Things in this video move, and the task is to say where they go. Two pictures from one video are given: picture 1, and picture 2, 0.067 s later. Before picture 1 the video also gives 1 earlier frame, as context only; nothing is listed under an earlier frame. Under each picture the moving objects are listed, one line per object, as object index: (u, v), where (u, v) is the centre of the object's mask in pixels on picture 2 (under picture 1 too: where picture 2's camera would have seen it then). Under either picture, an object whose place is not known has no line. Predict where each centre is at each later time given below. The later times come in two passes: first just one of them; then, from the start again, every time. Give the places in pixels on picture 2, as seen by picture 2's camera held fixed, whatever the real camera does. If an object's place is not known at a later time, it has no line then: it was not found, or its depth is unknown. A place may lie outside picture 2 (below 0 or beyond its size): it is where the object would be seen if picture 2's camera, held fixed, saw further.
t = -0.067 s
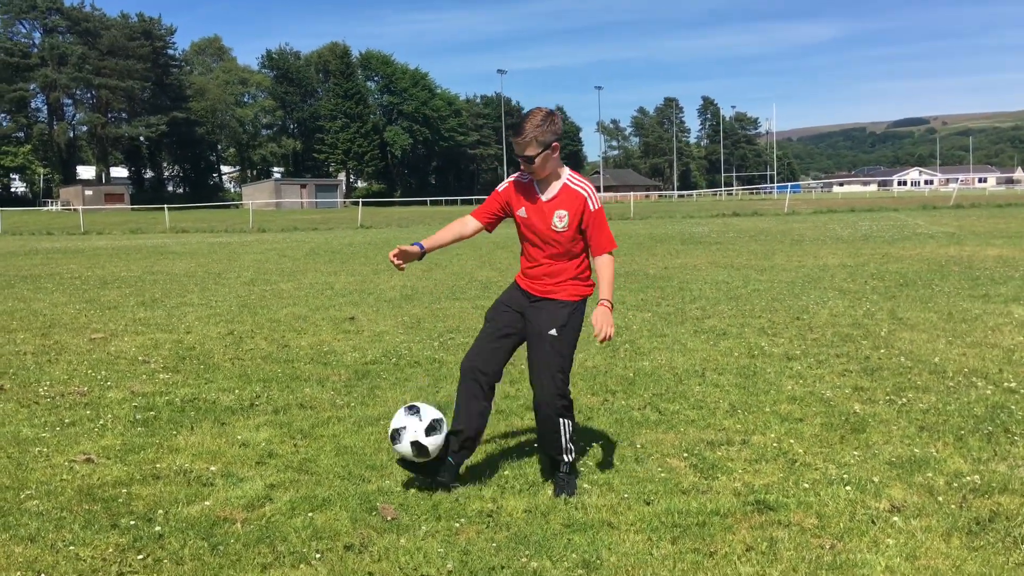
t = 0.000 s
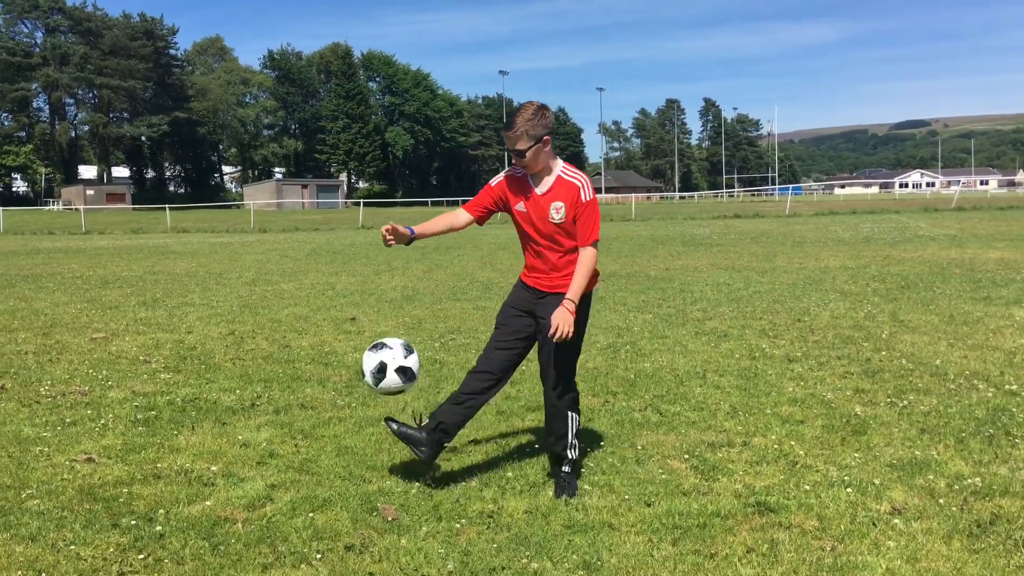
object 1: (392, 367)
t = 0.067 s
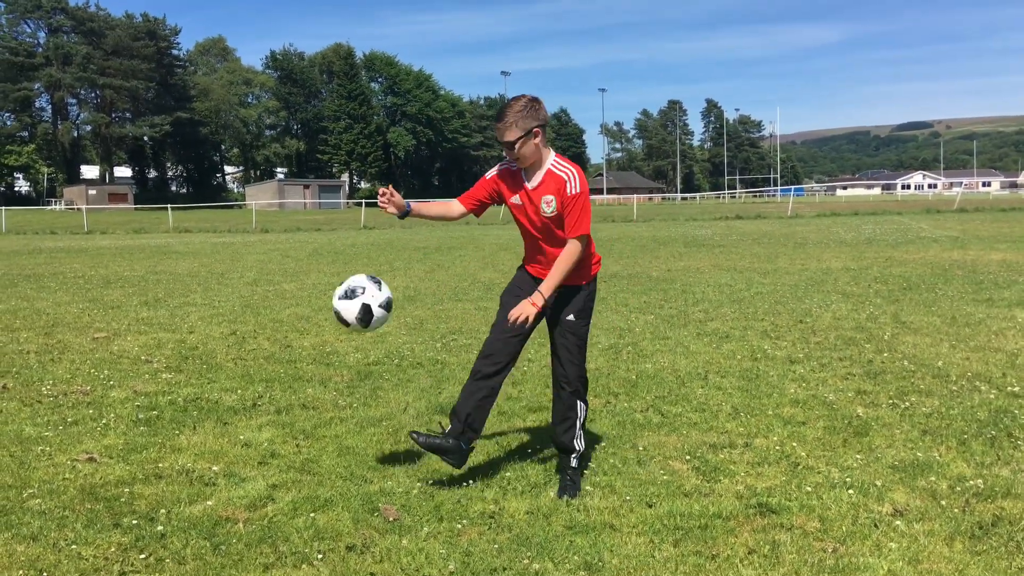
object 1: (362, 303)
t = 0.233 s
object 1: (290, 189)
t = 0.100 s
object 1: (348, 275)
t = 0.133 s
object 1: (333, 249)
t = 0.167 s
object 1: (318, 227)
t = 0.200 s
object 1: (304, 206)
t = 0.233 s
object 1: (290, 189)
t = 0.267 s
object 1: (275, 174)
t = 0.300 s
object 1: (262, 163)
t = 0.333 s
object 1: (248, 155)
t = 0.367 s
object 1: (235, 150)
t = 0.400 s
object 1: (224, 148)
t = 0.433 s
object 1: (211, 150)
